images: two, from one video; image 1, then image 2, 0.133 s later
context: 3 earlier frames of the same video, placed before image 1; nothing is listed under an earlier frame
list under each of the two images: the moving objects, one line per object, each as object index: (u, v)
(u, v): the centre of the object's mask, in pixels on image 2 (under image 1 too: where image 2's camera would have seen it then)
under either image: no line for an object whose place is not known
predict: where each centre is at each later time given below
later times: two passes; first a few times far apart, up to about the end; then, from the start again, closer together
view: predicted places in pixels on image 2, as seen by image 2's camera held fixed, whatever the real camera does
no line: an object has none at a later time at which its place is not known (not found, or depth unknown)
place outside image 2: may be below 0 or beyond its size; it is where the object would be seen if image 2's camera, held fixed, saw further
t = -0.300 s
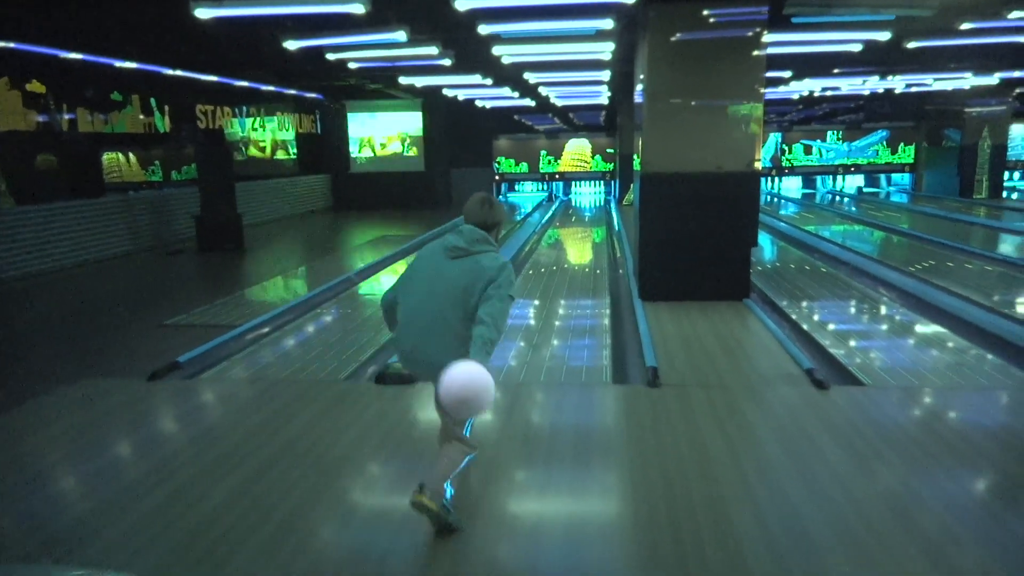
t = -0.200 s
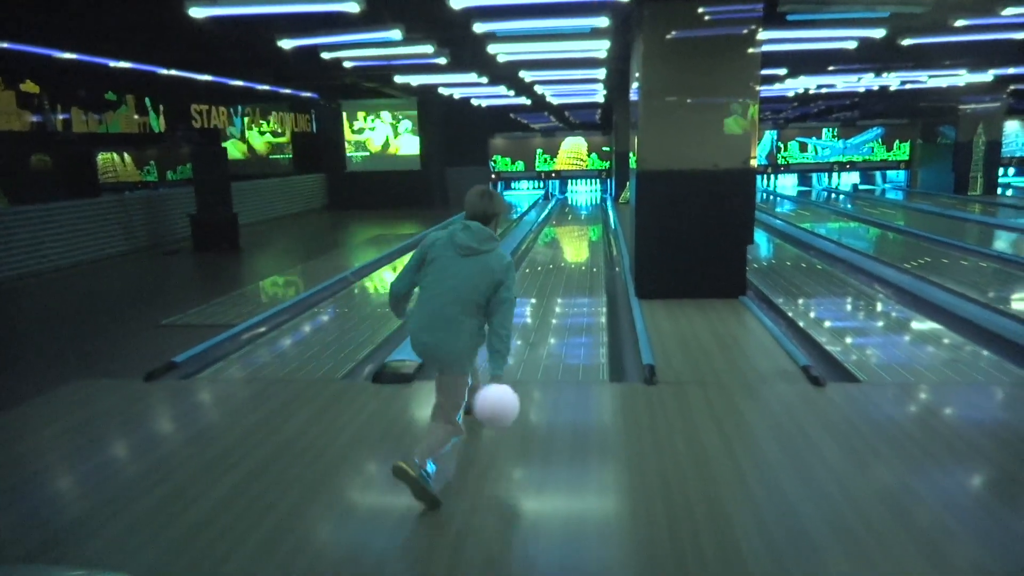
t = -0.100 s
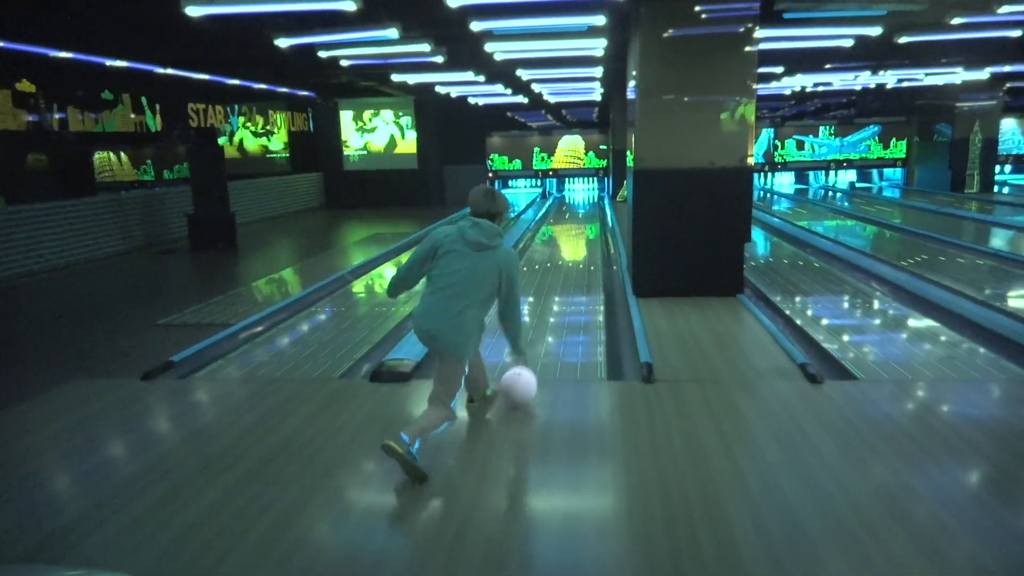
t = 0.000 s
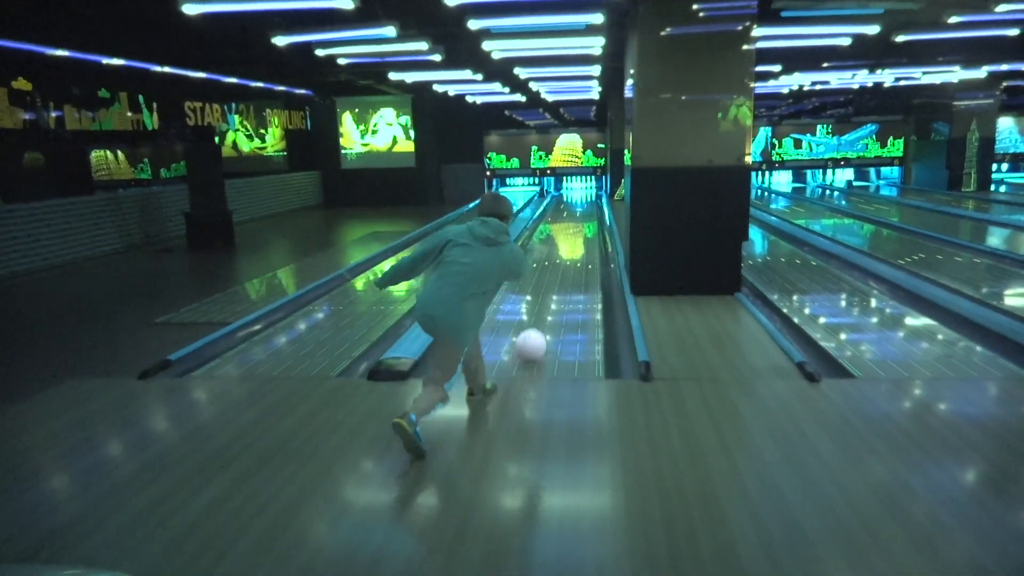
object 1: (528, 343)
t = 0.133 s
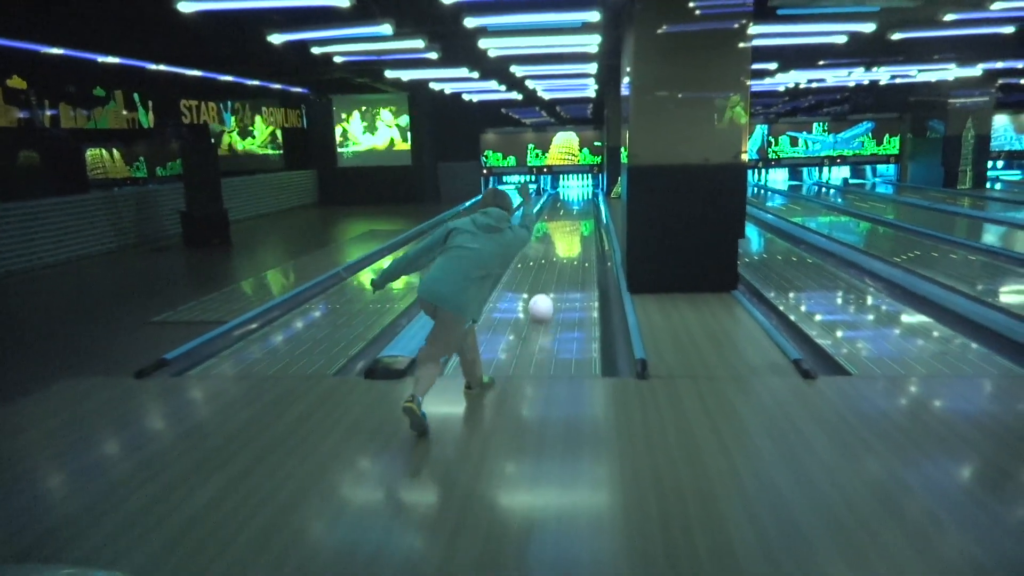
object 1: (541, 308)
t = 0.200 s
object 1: (545, 294)
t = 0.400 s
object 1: (556, 263)
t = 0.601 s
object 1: (563, 243)
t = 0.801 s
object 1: (568, 229)
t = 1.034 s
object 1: (570, 217)
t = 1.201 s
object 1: (572, 210)
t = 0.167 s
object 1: (543, 301)
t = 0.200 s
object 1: (545, 294)
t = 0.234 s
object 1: (548, 288)
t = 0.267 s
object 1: (549, 282)
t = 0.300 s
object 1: (551, 277)
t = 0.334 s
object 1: (553, 272)
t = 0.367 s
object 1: (554, 267)
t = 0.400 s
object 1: (556, 263)
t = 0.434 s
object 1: (557, 259)
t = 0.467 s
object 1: (559, 256)
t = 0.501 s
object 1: (560, 252)
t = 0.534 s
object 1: (561, 249)
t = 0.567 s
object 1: (562, 246)
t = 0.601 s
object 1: (563, 243)
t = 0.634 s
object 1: (564, 241)
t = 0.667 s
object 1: (565, 238)
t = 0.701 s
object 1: (565, 235)
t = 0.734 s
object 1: (566, 233)
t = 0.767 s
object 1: (567, 231)
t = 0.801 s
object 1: (568, 229)
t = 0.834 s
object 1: (569, 227)
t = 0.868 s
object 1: (569, 225)
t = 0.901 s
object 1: (570, 224)
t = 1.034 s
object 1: (570, 217)
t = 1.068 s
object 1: (571, 216)
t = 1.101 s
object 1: (571, 215)
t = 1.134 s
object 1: (571, 213)
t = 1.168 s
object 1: (572, 212)
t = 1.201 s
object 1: (572, 210)
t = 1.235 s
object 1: (572, 209)
